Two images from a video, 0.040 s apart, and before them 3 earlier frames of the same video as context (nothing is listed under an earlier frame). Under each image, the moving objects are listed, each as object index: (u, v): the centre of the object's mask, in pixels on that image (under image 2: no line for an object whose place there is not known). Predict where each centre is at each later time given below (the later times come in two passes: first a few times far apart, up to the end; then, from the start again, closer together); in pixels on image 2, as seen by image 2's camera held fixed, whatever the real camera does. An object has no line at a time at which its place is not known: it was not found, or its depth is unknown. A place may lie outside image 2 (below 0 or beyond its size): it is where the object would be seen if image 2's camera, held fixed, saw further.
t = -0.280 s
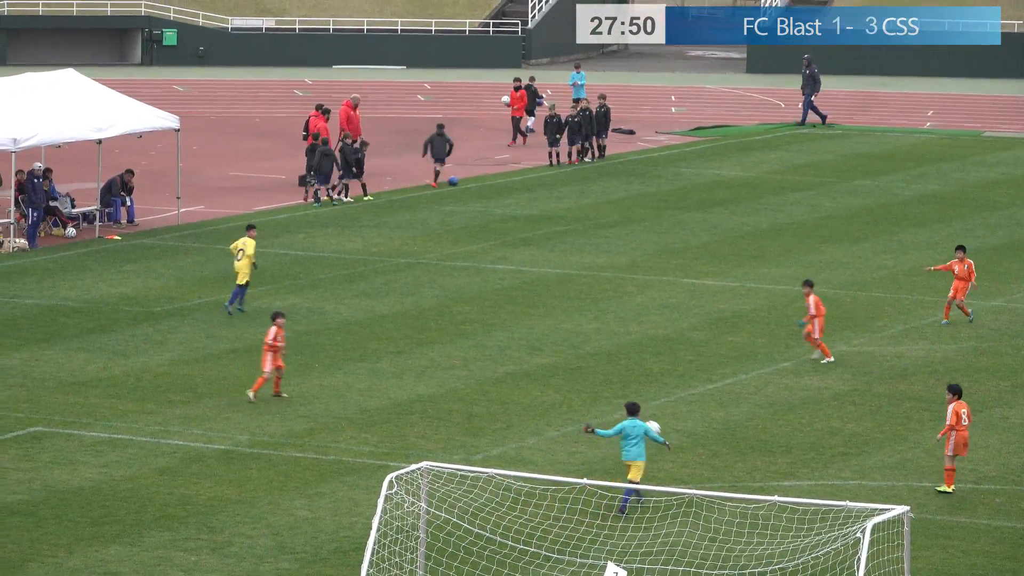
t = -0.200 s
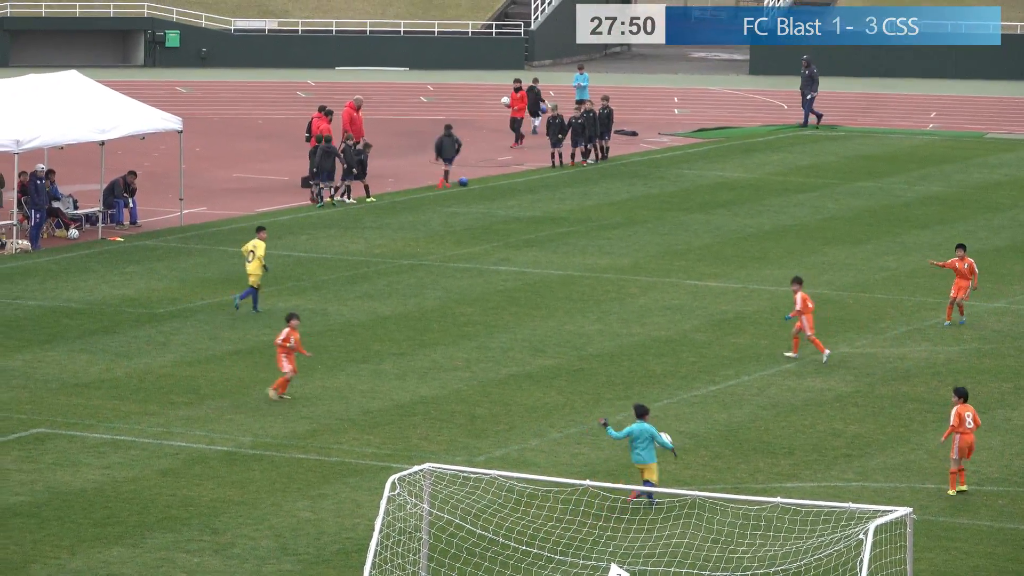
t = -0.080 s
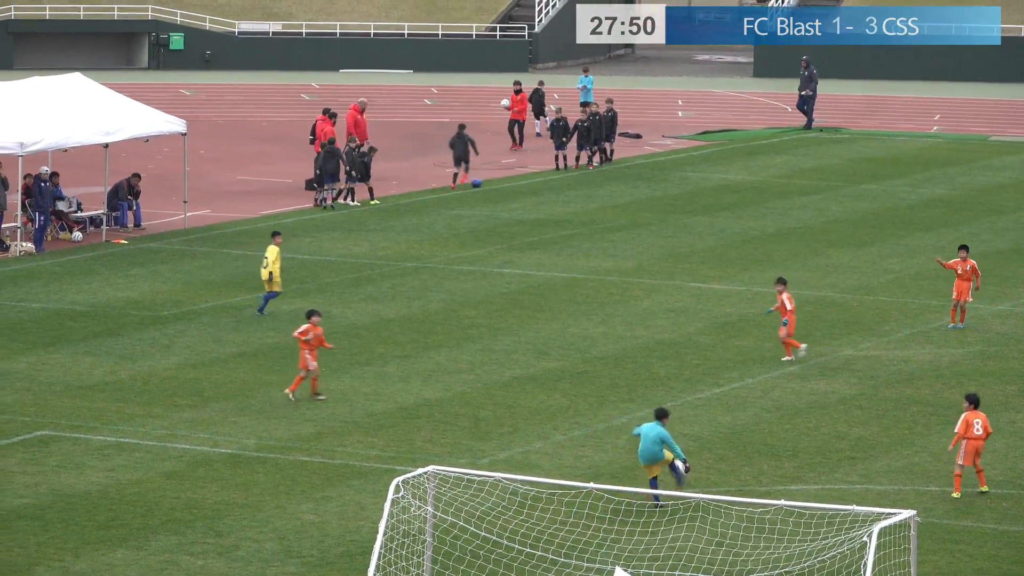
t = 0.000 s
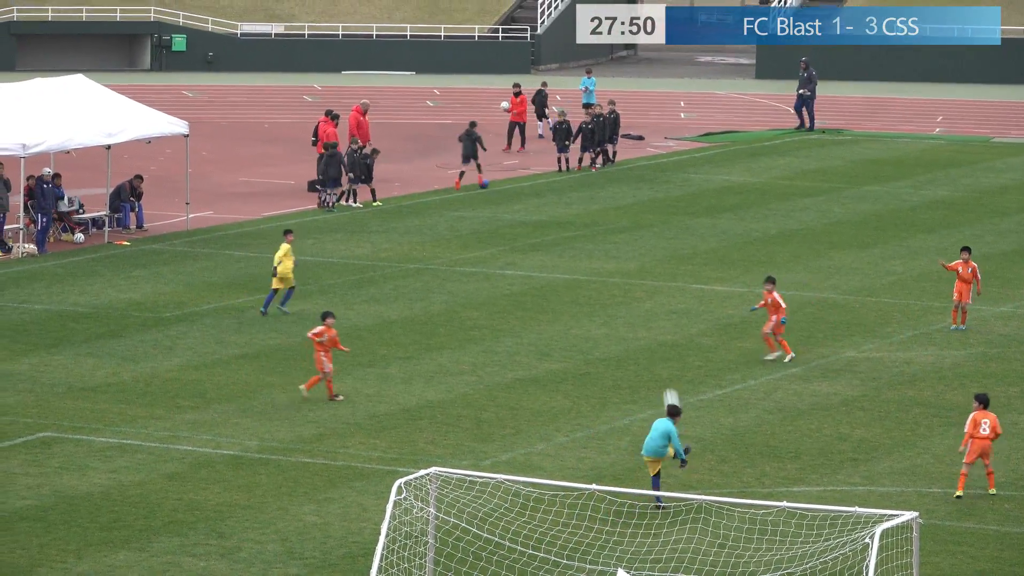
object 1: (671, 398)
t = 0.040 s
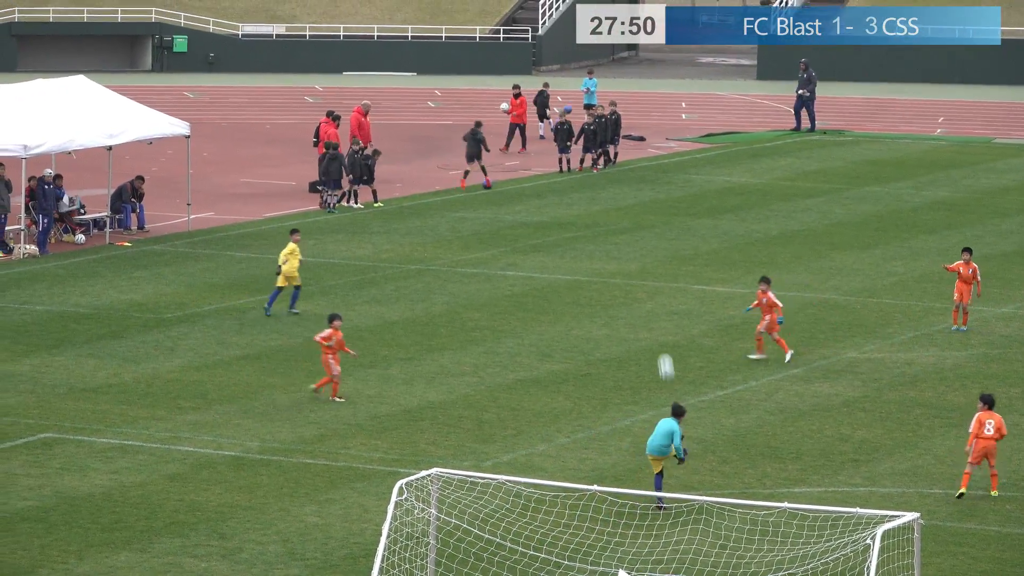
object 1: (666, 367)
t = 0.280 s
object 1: (629, 197)
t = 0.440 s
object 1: (607, 123)
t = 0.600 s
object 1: (587, 75)
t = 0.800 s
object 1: (564, 49)
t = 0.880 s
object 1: (557, 48)
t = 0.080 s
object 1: (659, 333)
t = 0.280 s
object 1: (629, 197)
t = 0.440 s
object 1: (607, 123)
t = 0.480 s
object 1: (601, 108)
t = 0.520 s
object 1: (596, 95)
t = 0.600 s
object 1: (587, 75)
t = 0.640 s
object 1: (582, 67)
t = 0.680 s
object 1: (577, 61)
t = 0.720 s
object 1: (573, 55)
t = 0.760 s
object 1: (569, 52)
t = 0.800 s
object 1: (564, 49)
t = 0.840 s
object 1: (561, 48)
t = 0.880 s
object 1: (557, 48)
